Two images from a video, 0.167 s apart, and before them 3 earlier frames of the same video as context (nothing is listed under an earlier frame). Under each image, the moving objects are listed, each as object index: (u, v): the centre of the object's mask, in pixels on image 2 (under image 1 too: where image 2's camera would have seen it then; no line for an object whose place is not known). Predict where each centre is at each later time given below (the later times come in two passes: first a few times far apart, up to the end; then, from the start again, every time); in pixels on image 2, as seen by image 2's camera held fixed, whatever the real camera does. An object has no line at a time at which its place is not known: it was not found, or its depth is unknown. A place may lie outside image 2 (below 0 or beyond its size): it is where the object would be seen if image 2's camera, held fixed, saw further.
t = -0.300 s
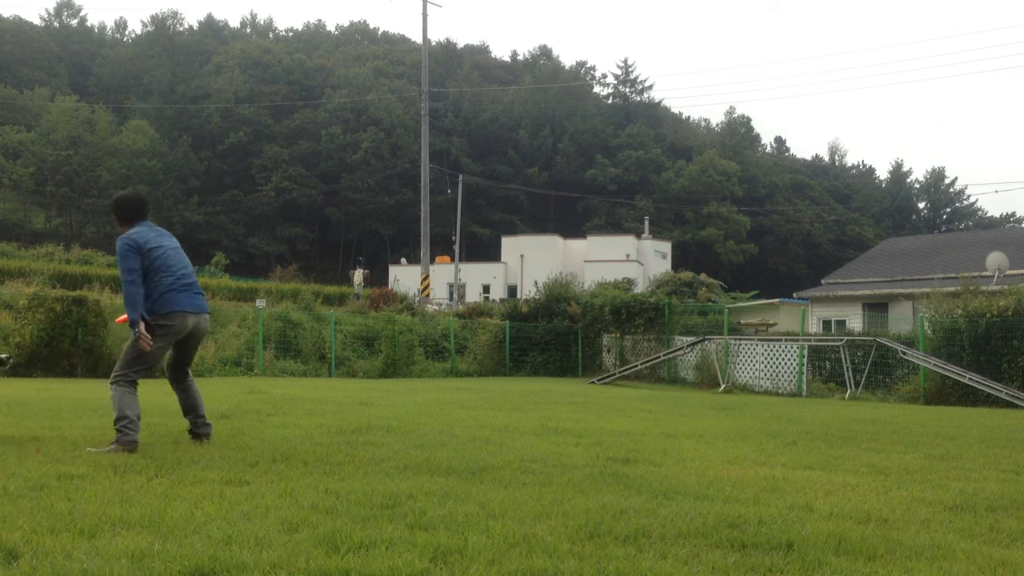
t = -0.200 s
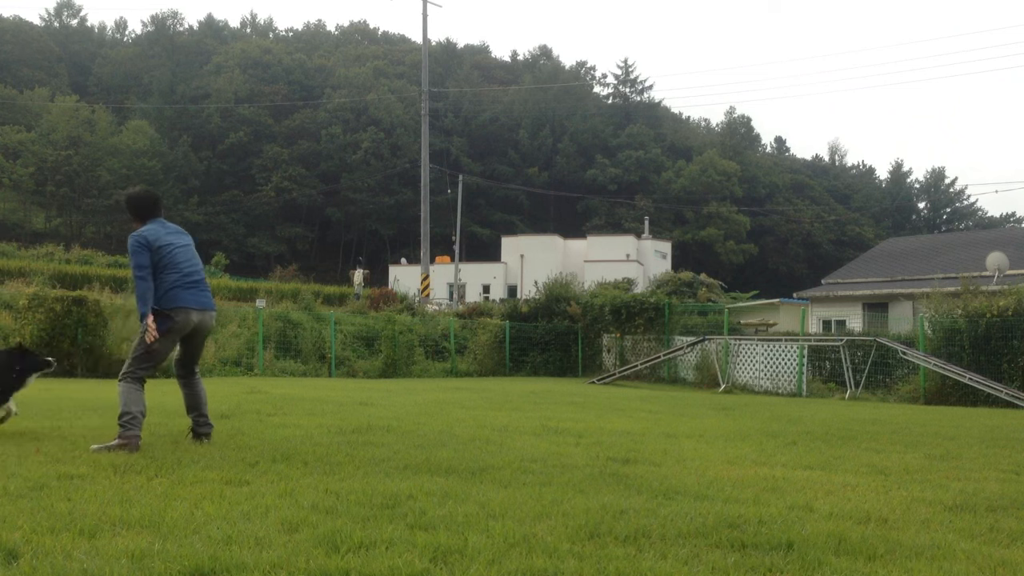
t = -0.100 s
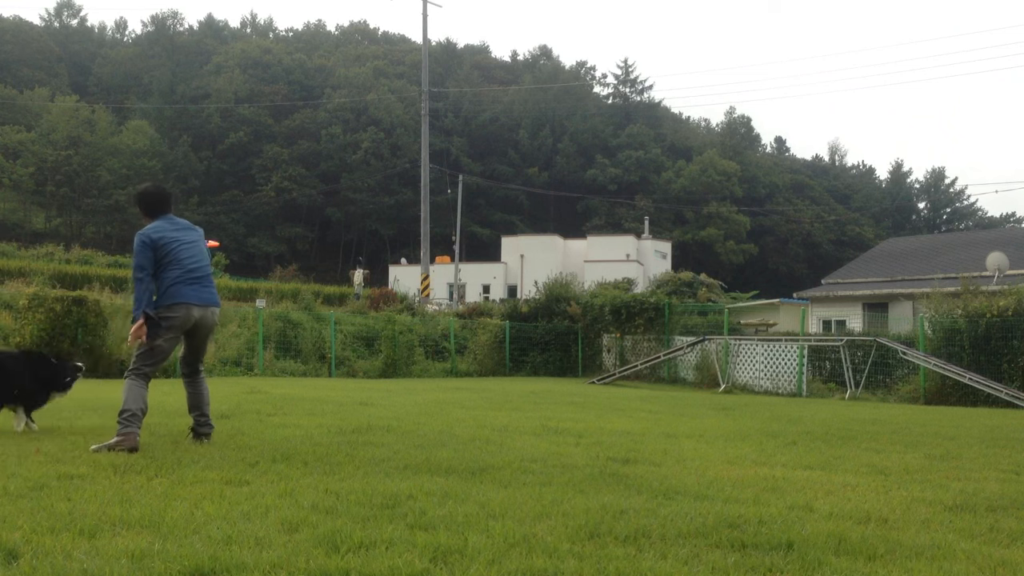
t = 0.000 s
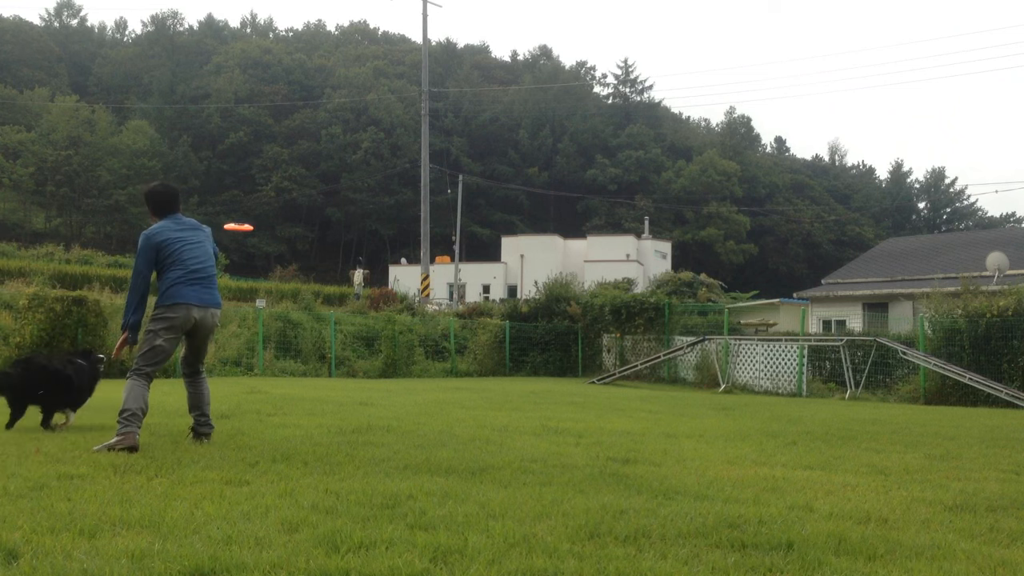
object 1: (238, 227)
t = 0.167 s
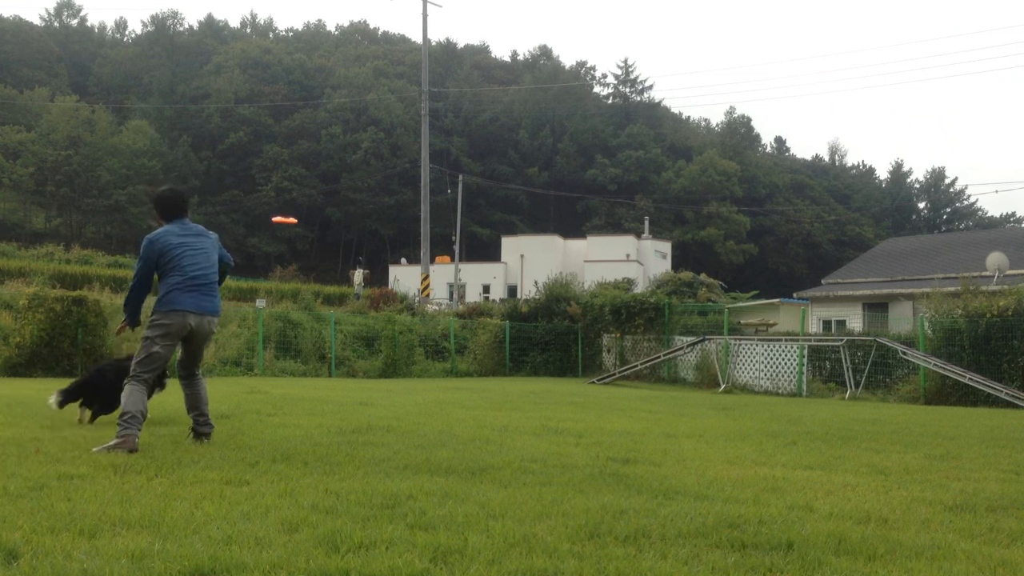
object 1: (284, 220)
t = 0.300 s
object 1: (313, 225)
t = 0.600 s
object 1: (363, 248)
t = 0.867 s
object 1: (397, 276)
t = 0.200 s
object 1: (292, 221)
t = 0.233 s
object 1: (299, 221)
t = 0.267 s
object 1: (307, 223)
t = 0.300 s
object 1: (313, 225)
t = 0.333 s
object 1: (319, 227)
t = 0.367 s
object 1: (326, 229)
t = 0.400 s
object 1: (332, 231)
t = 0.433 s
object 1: (338, 234)
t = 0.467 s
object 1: (343, 236)
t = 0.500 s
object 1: (348, 239)
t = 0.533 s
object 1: (353, 242)
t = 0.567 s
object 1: (358, 245)
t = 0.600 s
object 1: (363, 248)
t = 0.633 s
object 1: (368, 251)
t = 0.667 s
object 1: (372, 254)
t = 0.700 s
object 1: (377, 258)
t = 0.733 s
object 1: (381, 261)
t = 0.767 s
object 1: (385, 265)
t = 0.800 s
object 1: (389, 268)
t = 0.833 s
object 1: (392, 272)
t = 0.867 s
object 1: (397, 276)
